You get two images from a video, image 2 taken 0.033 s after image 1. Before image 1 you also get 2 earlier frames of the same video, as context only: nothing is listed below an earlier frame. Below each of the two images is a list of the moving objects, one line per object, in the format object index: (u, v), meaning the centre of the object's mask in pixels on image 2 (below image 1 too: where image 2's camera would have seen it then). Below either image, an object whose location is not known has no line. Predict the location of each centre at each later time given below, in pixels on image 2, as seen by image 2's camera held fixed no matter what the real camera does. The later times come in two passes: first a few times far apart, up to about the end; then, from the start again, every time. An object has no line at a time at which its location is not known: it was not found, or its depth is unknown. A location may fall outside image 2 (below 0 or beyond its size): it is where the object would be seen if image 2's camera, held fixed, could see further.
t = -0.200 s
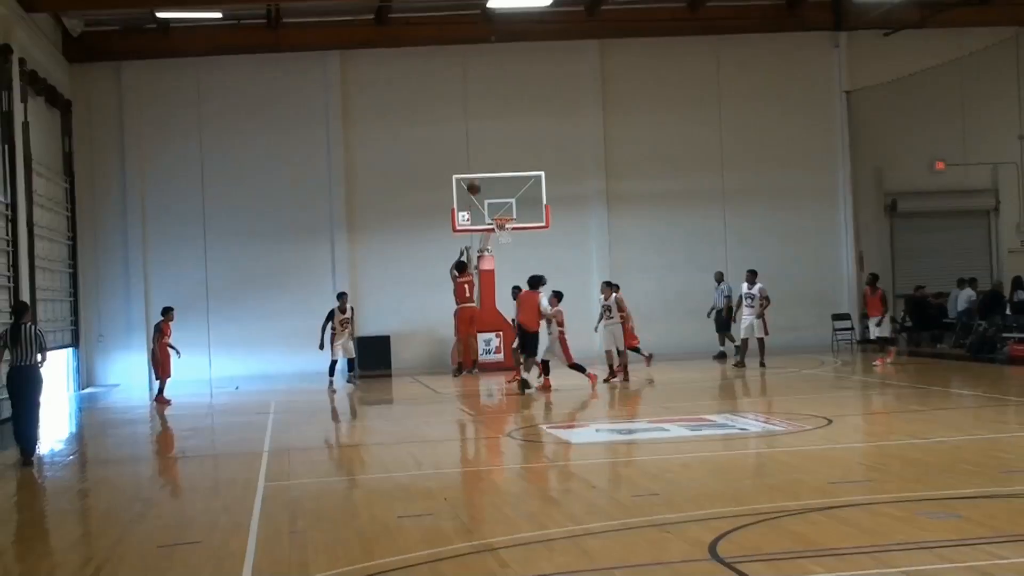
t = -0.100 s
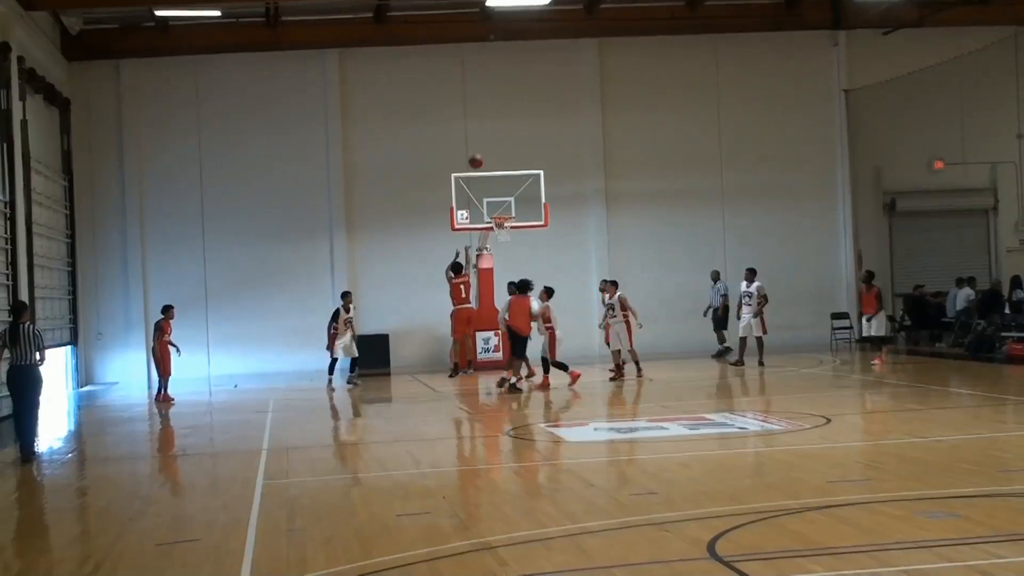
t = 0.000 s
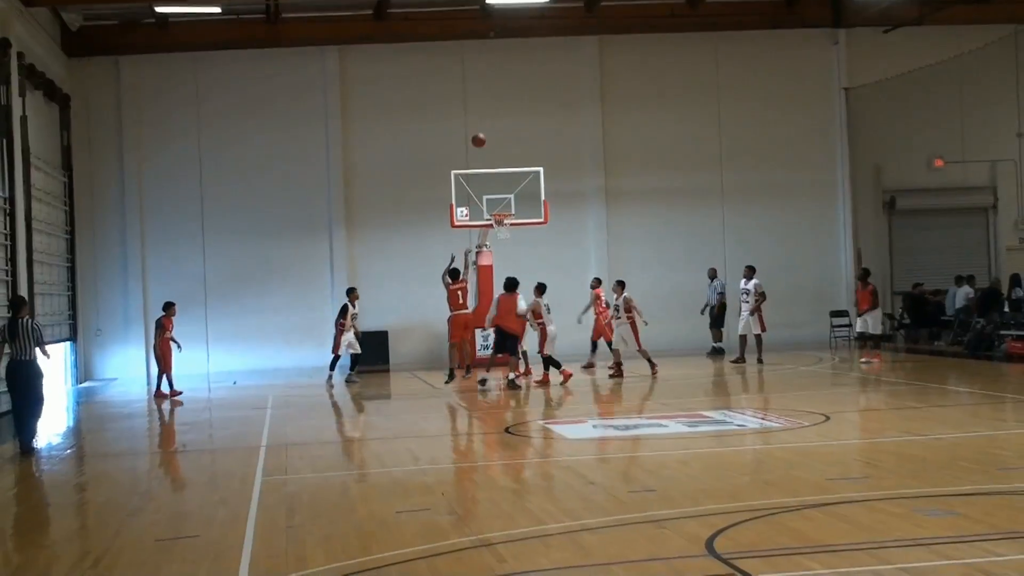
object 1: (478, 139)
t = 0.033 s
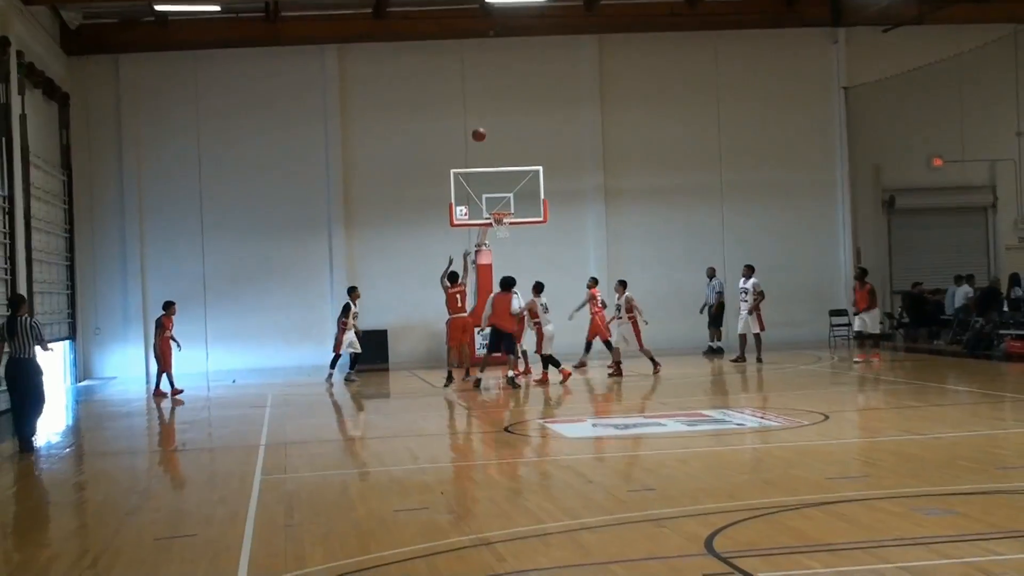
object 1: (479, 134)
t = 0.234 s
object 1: (485, 120)
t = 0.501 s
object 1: (496, 135)
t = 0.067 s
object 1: (480, 130)
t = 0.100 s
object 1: (481, 127)
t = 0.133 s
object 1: (482, 125)
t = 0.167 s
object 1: (483, 122)
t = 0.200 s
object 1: (484, 121)
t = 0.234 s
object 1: (485, 120)
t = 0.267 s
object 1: (486, 120)
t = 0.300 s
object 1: (487, 121)
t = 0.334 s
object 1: (489, 121)
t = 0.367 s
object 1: (490, 123)
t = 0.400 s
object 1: (491, 125)
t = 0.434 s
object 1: (493, 128)
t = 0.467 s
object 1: (494, 131)
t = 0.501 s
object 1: (496, 135)
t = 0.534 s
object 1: (497, 139)
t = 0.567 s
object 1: (498, 144)
